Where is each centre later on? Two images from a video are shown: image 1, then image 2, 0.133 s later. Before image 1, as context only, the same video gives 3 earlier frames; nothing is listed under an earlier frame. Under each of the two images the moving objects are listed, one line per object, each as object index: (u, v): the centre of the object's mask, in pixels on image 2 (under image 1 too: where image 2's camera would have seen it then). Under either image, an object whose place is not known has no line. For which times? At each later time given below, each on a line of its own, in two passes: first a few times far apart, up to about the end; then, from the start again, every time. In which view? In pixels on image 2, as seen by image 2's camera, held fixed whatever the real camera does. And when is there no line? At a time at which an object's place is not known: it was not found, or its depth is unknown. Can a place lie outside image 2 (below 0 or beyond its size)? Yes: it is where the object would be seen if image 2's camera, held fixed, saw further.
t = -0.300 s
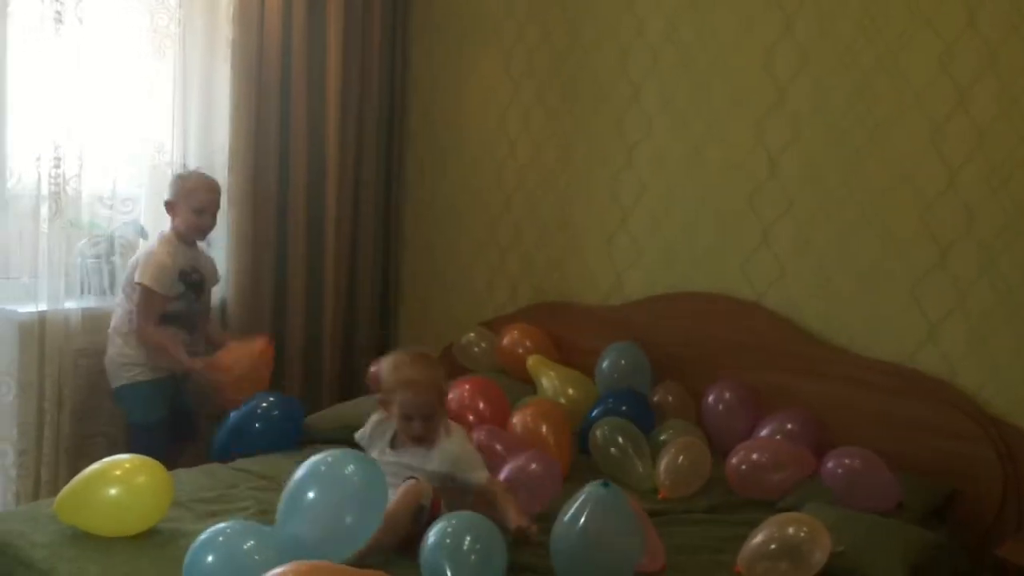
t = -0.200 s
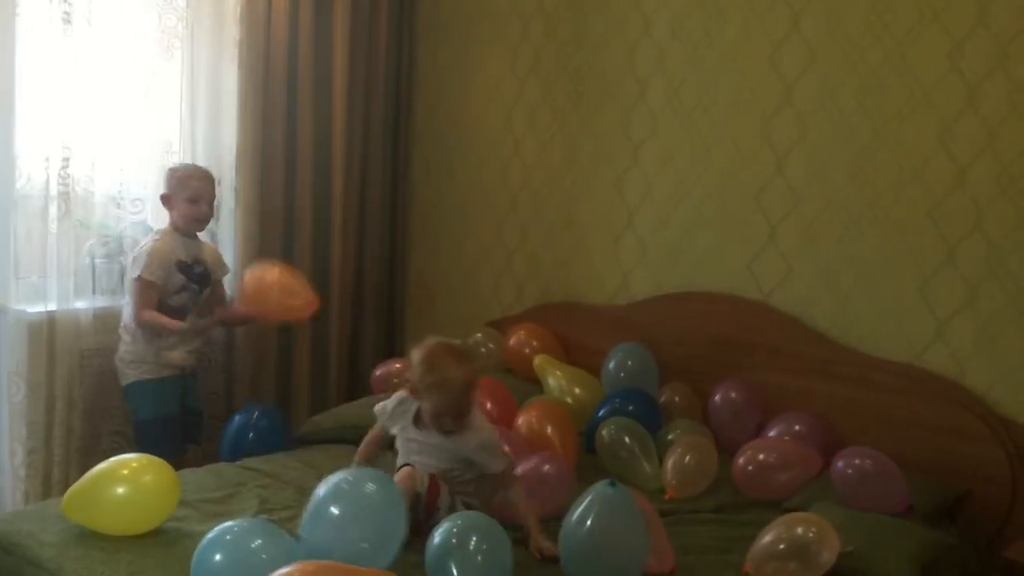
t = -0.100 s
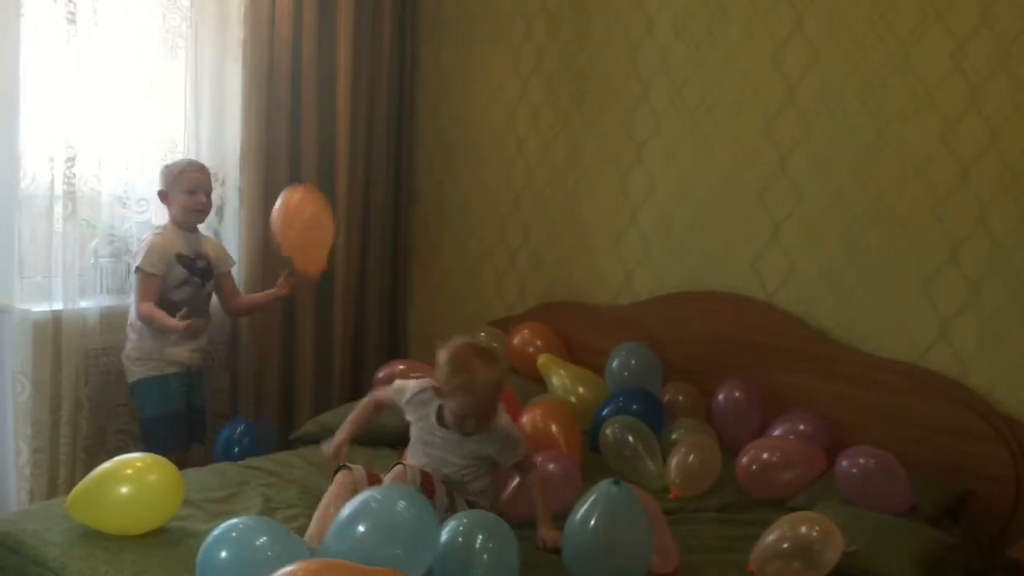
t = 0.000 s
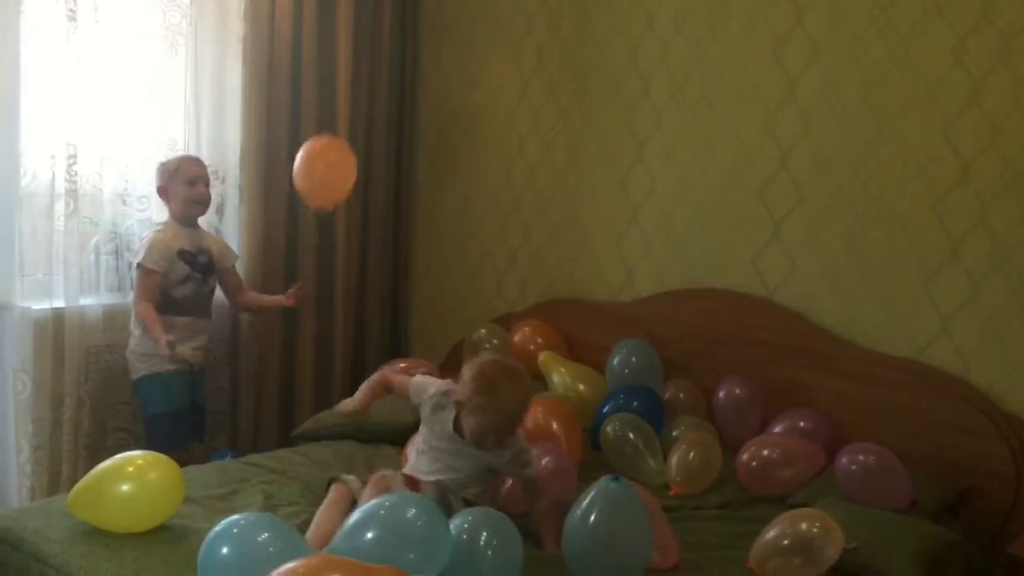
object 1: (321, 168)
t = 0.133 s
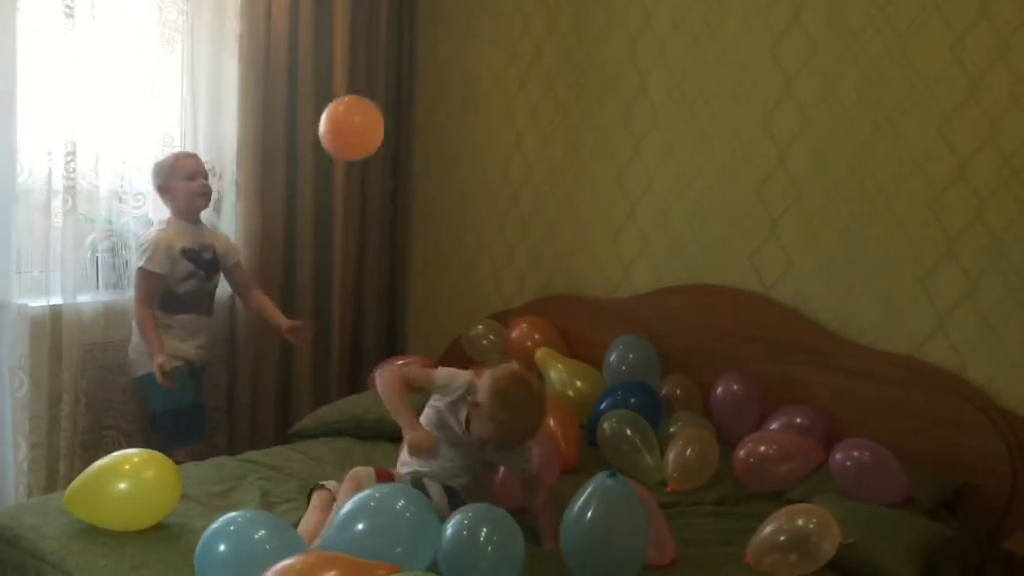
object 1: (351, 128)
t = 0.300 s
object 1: (374, 124)
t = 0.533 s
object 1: (396, 176)
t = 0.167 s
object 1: (357, 124)
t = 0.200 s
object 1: (361, 122)
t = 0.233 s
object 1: (366, 121)
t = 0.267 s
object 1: (370, 122)
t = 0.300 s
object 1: (374, 124)
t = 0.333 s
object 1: (377, 127)
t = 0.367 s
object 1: (380, 131)
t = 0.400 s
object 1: (383, 136)
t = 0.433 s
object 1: (386, 144)
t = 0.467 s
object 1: (389, 152)
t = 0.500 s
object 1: (393, 163)
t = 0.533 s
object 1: (396, 176)
